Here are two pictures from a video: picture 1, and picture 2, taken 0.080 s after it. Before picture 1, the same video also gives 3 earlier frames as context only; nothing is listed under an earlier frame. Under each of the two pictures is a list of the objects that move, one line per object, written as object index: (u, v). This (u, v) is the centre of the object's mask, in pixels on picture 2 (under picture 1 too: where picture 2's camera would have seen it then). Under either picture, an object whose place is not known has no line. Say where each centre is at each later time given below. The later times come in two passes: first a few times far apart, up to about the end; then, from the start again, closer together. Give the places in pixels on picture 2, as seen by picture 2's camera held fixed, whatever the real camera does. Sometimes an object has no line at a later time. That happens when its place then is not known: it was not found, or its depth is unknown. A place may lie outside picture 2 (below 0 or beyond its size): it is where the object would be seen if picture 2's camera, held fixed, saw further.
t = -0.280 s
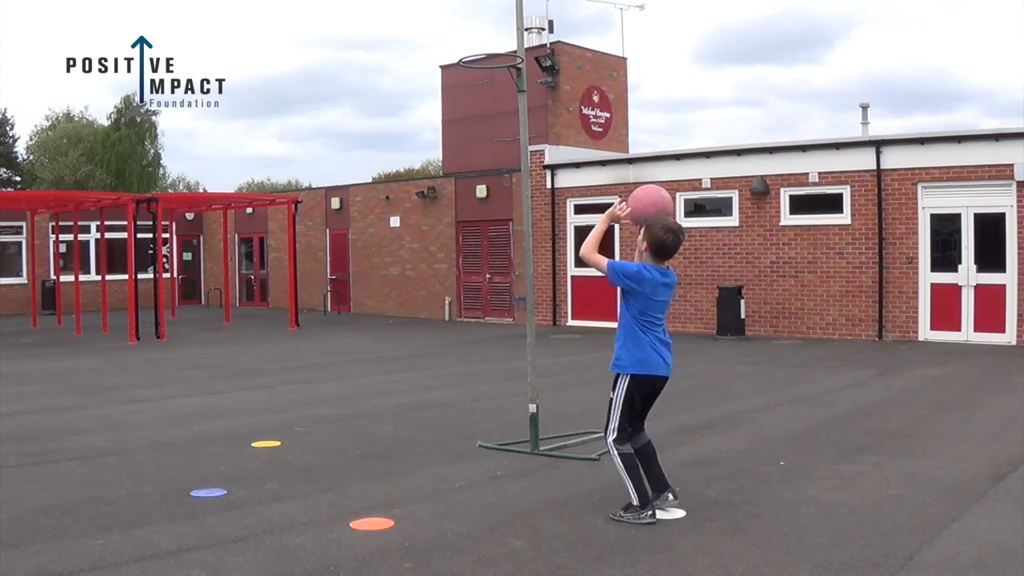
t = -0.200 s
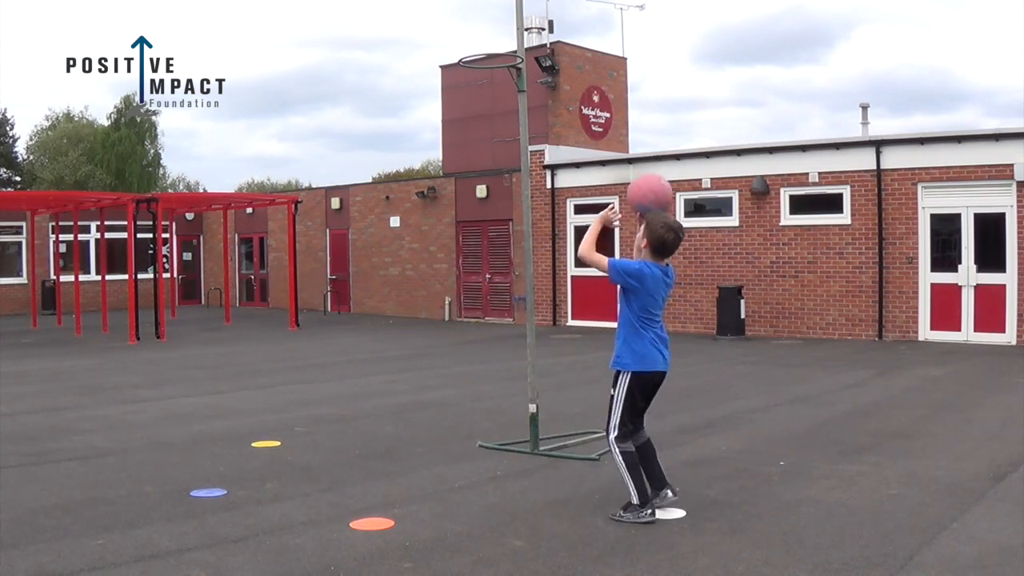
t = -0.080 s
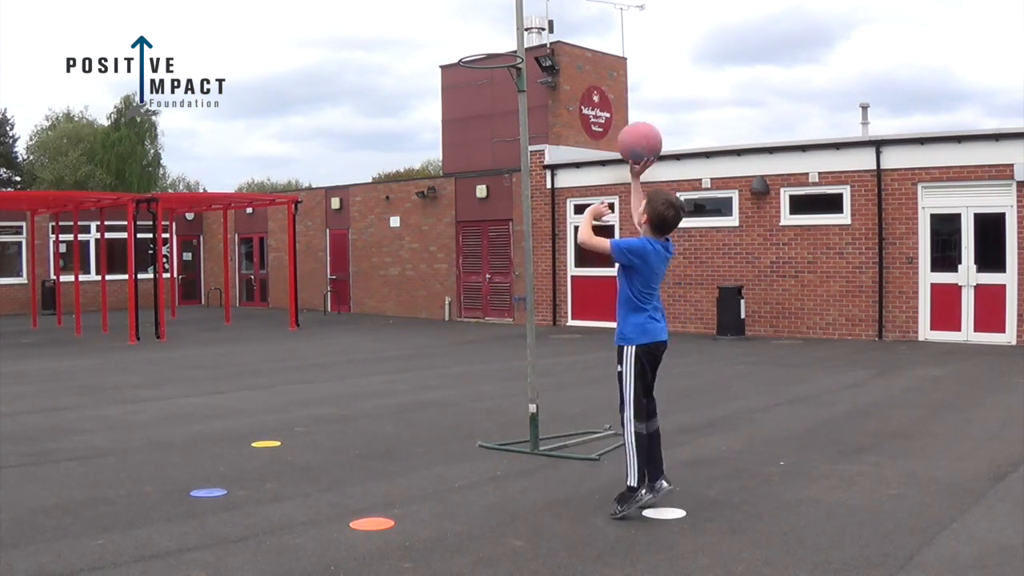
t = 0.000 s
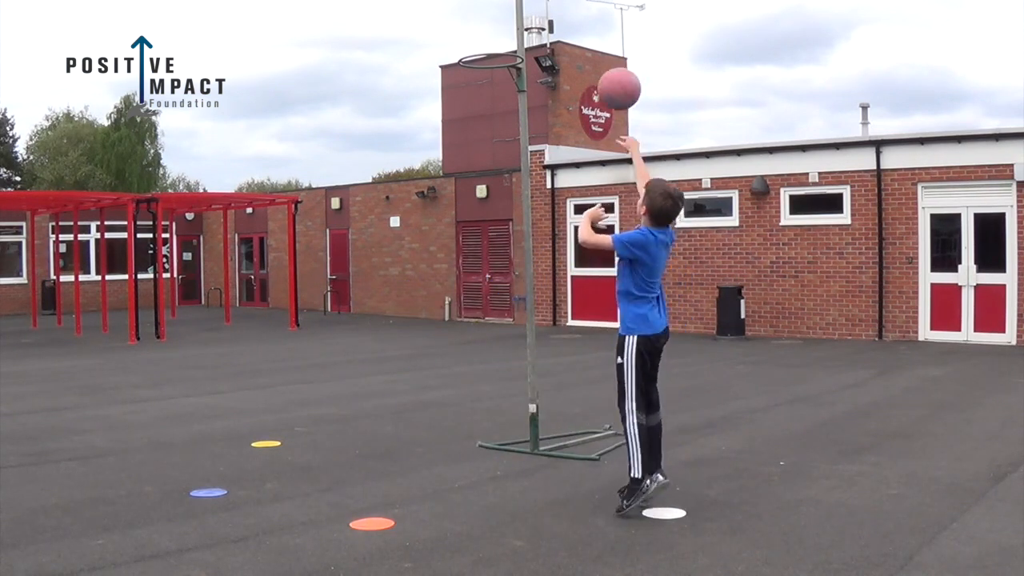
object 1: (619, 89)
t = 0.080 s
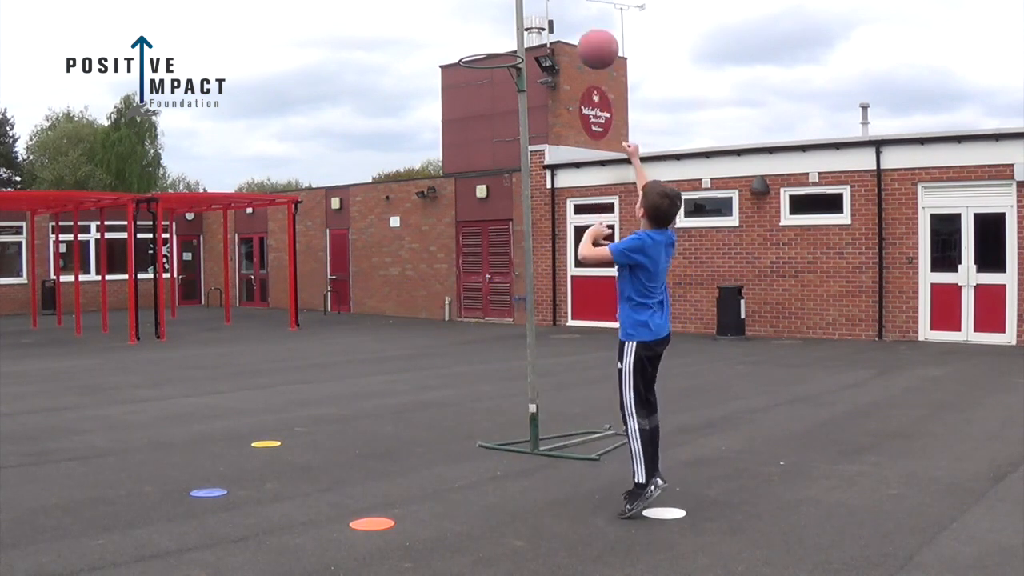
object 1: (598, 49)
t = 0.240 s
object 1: (559, 13)
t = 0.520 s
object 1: (504, 46)
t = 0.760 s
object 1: (453, 36)
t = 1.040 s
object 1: (391, 127)
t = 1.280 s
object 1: (340, 307)
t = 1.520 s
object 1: (291, 392)
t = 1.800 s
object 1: (228, 305)
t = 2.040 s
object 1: (178, 326)
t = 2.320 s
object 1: (126, 448)
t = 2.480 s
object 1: (96, 394)
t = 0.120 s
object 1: (587, 34)
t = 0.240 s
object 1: (559, 13)
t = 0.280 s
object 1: (550, 12)
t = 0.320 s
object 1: (542, 12)
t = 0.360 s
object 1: (534, 14)
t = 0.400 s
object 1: (526, 16)
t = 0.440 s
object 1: (518, 24)
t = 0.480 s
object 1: (511, 34)
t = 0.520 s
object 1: (504, 46)
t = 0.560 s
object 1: (496, 46)
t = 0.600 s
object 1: (488, 39)
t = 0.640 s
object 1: (479, 35)
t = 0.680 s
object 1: (471, 33)
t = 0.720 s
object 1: (462, 34)
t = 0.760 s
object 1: (453, 36)
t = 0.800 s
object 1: (444, 42)
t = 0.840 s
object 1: (436, 49)
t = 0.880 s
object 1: (427, 60)
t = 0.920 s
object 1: (418, 72)
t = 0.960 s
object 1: (409, 88)
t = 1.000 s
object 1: (400, 106)
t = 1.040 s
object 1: (391, 127)
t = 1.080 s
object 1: (382, 151)
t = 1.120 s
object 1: (374, 177)
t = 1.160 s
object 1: (365, 205)
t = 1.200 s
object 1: (357, 237)
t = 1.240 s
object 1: (348, 271)
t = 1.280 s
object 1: (340, 307)
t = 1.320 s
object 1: (332, 346)
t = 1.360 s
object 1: (325, 387)
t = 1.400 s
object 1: (318, 431)
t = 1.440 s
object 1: (310, 439)
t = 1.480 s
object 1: (300, 414)
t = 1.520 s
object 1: (291, 392)
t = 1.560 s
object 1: (282, 372)
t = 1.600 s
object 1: (272, 355)
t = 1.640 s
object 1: (264, 340)
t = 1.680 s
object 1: (255, 327)
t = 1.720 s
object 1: (246, 317)
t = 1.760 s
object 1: (237, 310)
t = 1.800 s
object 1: (228, 305)
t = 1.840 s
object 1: (220, 302)
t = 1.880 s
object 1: (212, 302)
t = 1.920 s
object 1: (203, 304)
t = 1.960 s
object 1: (196, 309)
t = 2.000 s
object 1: (187, 316)
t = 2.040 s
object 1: (178, 326)
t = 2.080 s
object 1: (171, 338)
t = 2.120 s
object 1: (162, 353)
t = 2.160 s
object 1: (155, 371)
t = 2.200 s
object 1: (147, 391)
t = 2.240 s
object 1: (140, 413)
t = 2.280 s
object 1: (133, 438)
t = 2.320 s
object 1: (126, 448)
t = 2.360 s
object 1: (118, 431)
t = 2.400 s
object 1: (111, 416)
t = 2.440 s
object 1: (103, 404)
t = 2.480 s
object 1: (96, 394)
